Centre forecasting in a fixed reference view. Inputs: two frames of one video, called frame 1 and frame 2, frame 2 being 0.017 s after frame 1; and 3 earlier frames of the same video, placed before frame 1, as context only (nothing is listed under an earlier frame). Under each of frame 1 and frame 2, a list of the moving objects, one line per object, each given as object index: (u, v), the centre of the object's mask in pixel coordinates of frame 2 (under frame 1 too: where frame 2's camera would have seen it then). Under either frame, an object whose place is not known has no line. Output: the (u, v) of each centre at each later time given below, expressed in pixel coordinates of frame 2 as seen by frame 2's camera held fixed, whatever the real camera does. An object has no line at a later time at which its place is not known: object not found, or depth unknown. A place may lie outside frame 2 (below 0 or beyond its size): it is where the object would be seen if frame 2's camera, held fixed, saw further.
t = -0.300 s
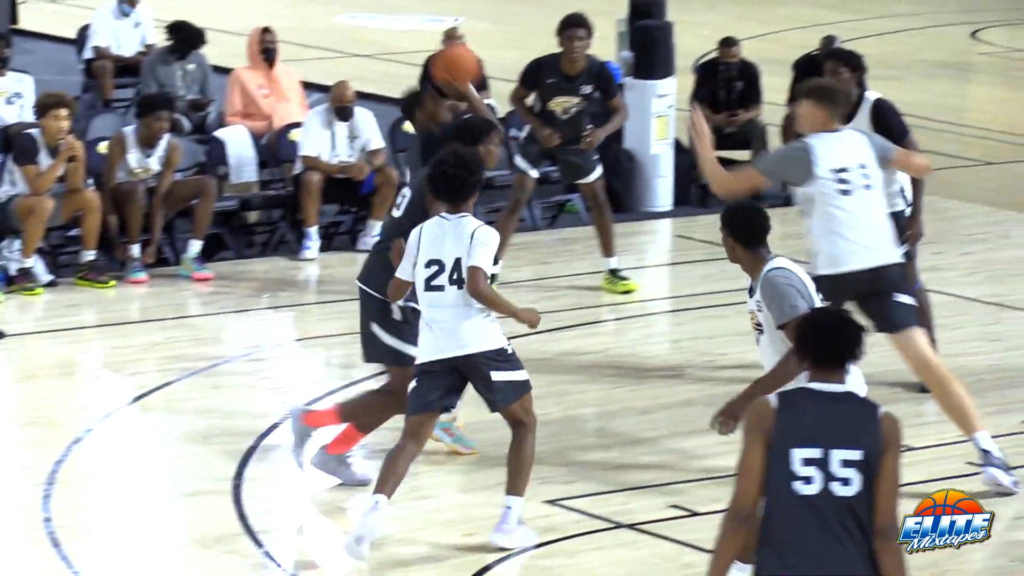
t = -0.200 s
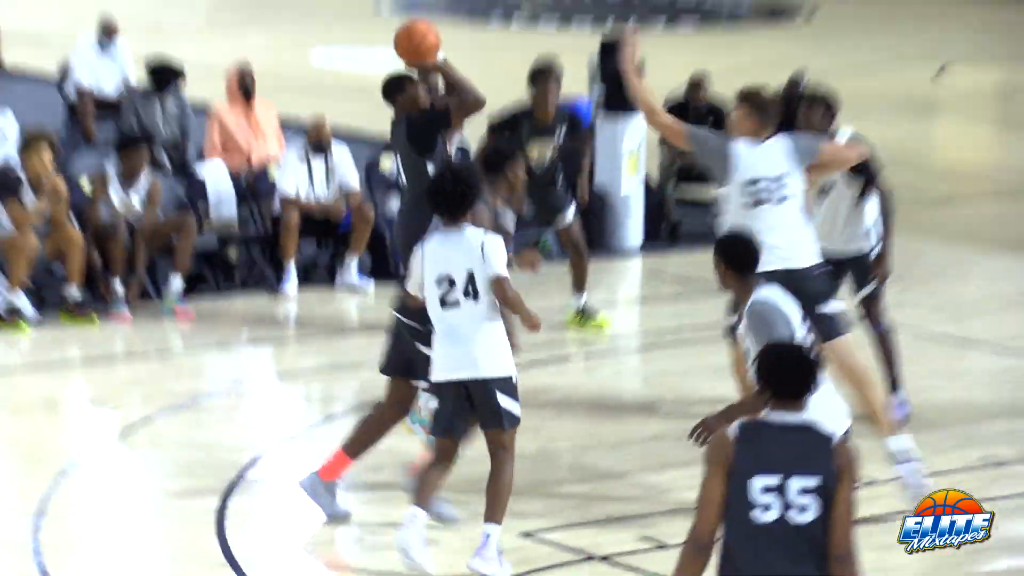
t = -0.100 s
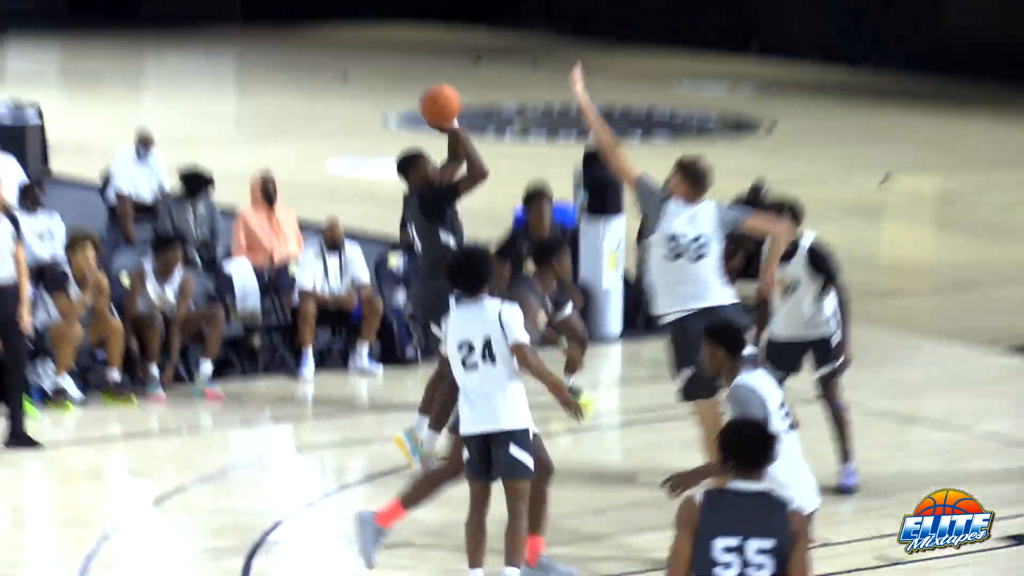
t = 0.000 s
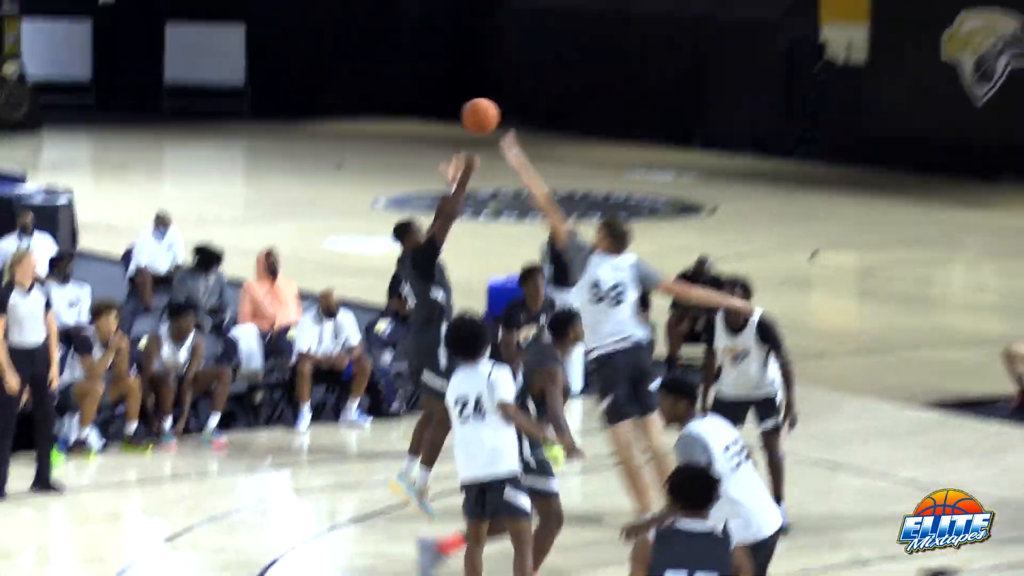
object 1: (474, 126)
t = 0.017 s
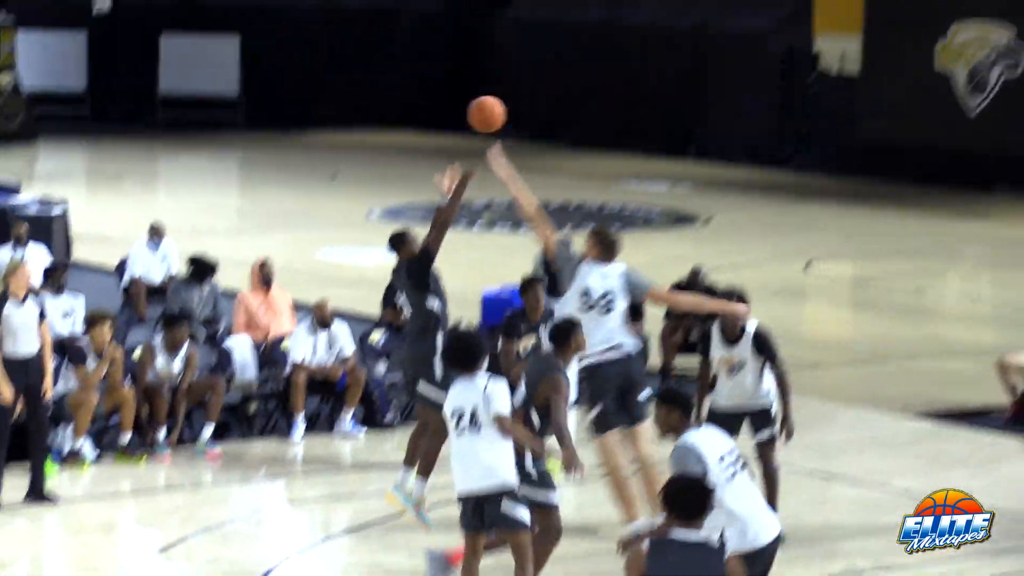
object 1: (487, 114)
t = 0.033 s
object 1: (500, 100)
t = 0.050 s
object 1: (512, 89)
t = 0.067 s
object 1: (525, 76)
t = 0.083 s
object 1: (539, 64)
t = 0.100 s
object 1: (551, 53)
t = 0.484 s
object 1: (831, -91)
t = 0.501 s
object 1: (843, -93)
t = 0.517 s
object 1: (856, -93)
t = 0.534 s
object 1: (869, -94)
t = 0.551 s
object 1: (882, -95)
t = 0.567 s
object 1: (895, -95)
